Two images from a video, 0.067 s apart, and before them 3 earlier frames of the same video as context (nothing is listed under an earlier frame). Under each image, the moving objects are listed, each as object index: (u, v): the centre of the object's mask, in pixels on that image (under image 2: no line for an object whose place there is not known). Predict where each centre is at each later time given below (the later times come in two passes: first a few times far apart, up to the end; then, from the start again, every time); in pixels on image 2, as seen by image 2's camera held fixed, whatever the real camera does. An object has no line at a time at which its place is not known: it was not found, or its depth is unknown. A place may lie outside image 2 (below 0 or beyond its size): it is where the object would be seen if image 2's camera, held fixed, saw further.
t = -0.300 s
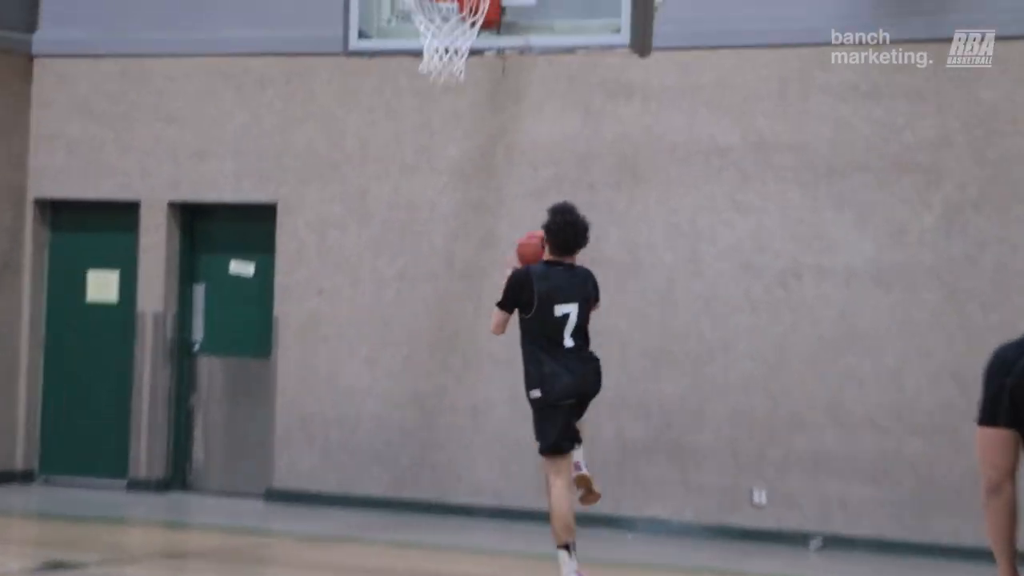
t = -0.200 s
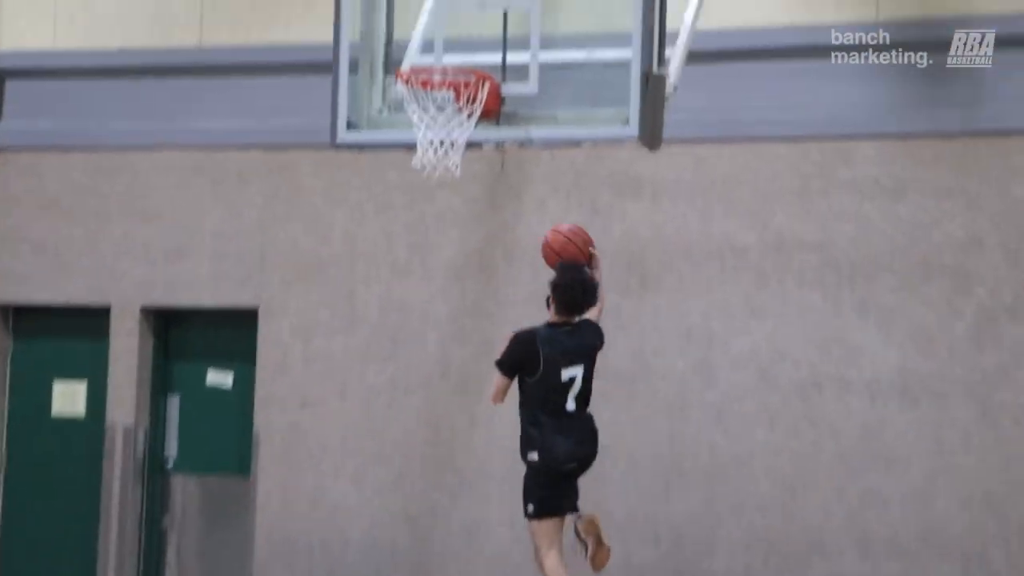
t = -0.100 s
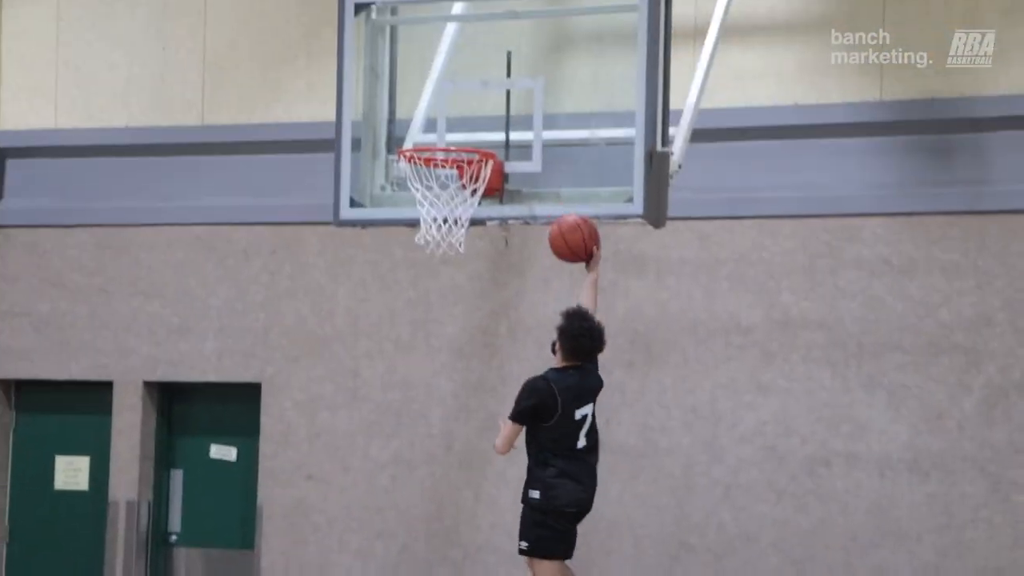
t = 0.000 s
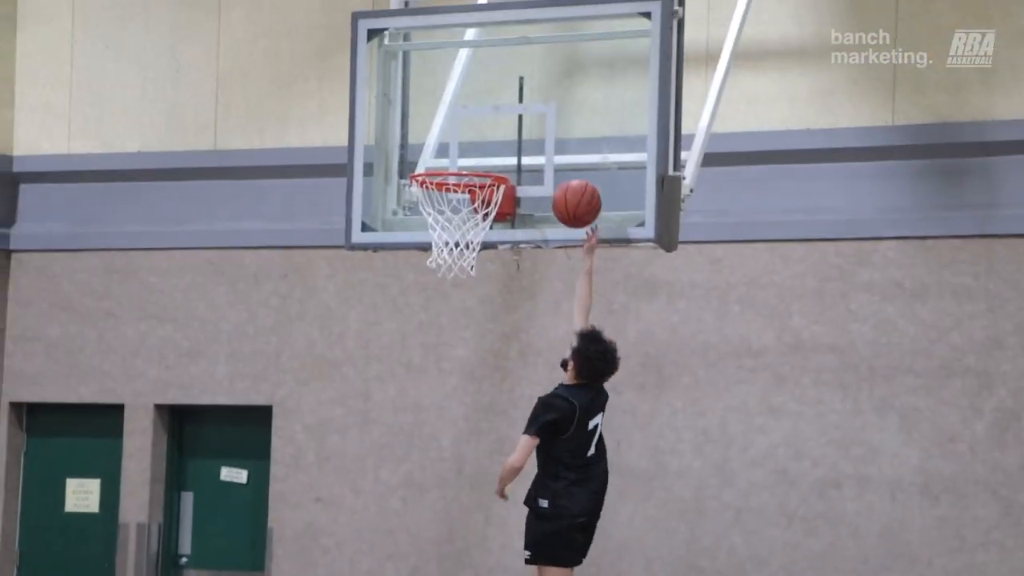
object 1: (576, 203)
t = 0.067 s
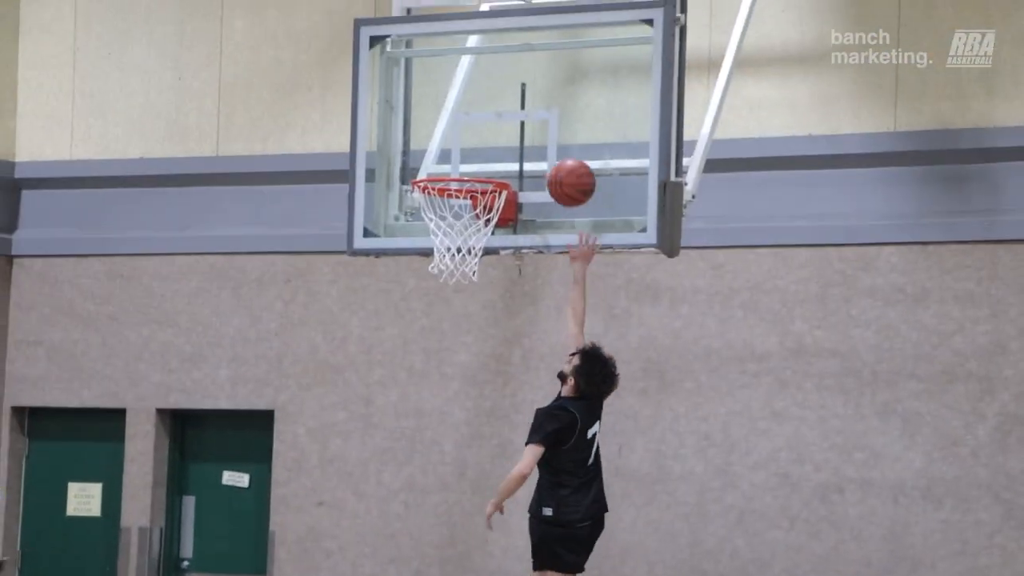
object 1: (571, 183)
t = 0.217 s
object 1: (537, 153)
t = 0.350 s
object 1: (502, 158)
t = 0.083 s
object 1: (569, 177)
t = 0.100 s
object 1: (568, 172)
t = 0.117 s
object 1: (565, 168)
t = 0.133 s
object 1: (560, 164)
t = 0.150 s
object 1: (556, 161)
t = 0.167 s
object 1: (551, 158)
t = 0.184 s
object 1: (546, 156)
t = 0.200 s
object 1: (542, 154)
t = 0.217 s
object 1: (537, 153)
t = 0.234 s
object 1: (533, 153)
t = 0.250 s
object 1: (528, 152)
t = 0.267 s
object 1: (524, 152)
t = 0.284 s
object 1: (519, 153)
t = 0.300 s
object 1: (514, 155)
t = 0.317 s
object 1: (509, 157)
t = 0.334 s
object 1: (505, 159)
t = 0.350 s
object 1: (502, 158)
